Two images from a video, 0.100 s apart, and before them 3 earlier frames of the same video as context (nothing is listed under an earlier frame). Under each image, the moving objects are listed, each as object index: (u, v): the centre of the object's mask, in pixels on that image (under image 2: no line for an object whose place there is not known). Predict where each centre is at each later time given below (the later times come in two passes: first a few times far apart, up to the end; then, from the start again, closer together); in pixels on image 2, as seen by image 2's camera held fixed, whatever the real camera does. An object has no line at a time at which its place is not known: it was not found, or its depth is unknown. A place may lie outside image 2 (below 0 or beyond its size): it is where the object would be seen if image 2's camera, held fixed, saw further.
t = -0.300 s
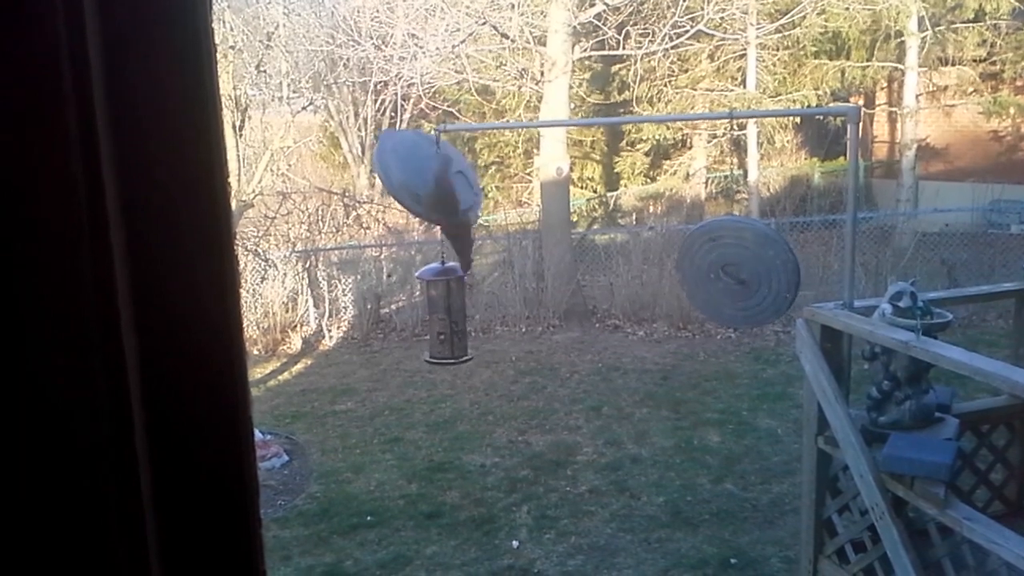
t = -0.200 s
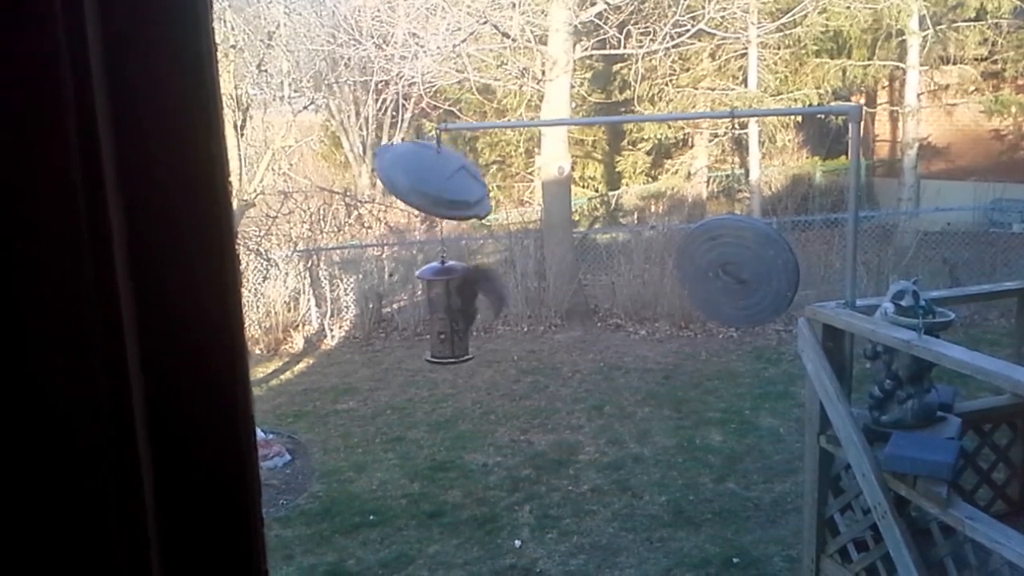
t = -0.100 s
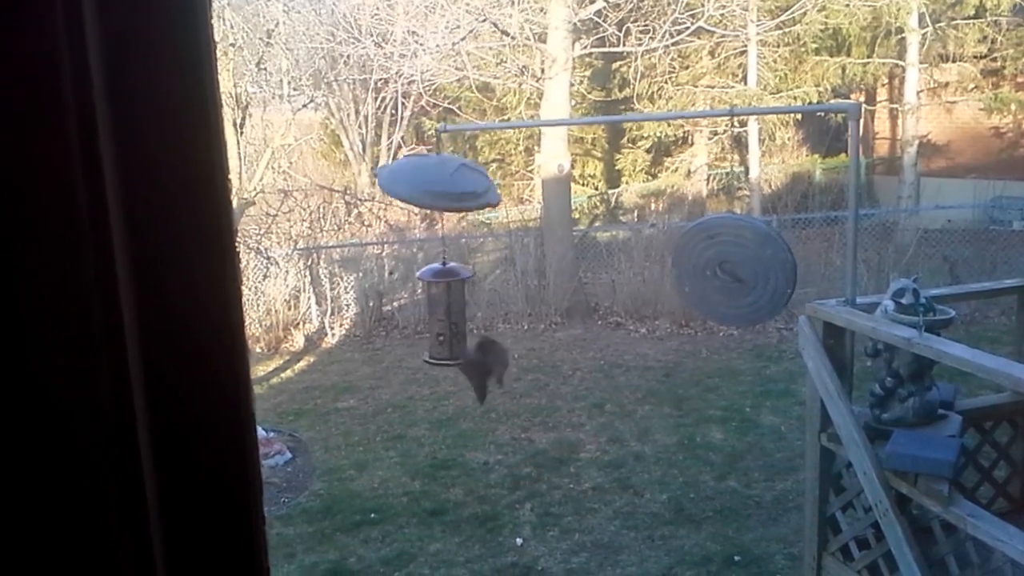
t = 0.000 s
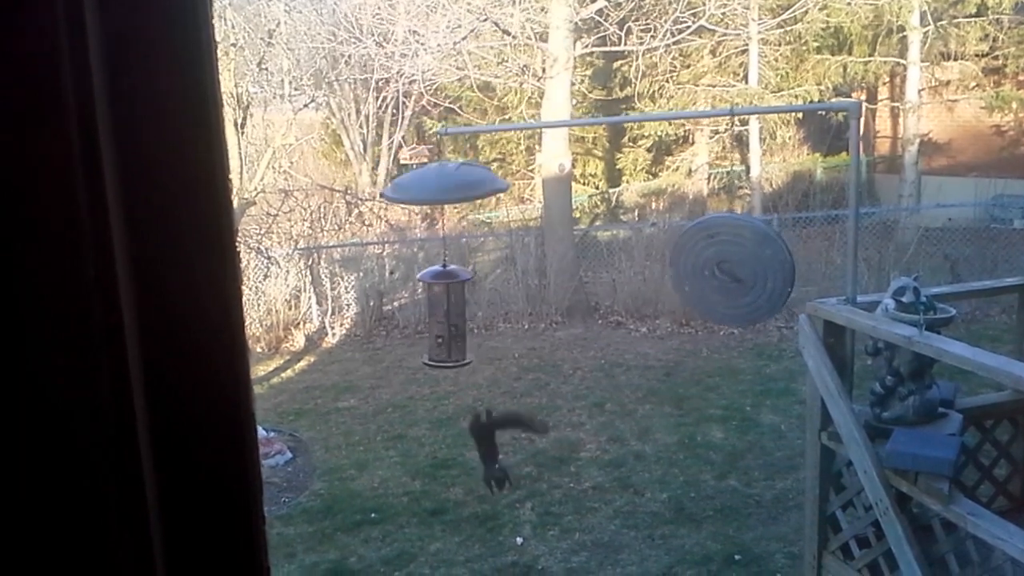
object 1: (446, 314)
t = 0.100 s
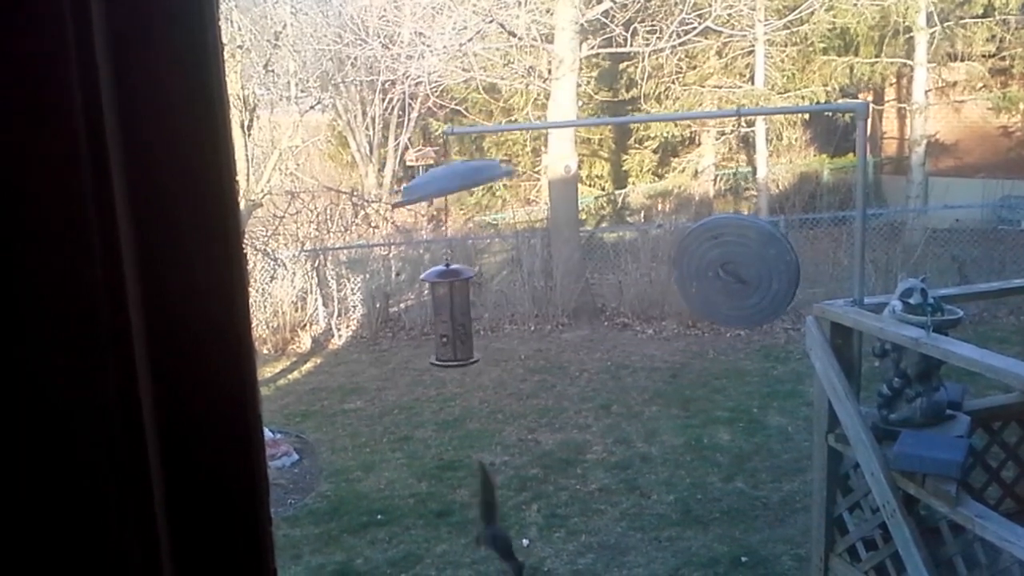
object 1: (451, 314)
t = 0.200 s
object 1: (453, 310)
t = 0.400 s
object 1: (455, 314)
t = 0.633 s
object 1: (458, 314)
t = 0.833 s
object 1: (459, 312)
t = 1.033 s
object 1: (459, 318)
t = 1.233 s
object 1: (457, 310)
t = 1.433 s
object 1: (454, 315)
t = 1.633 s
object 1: (453, 313)
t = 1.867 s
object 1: (452, 313)
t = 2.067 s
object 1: (454, 316)
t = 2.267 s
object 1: (457, 311)
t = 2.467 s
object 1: (459, 318)
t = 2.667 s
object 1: (460, 313)
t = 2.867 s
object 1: (459, 314)
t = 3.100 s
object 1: (456, 314)
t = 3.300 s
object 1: (454, 311)
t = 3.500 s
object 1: (453, 316)
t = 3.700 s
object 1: (453, 310)
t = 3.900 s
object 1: (455, 315)
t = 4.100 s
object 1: (457, 314)
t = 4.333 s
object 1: (459, 313)
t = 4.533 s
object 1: (460, 316)
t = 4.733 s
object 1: (458, 311)
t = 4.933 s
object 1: (456, 315)
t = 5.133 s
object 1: (454, 311)
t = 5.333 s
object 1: (453, 313)
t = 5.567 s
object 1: (454, 314)
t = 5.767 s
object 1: (456, 312)
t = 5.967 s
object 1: (459, 317)
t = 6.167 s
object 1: (459, 312)
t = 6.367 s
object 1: (459, 315)
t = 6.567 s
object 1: (458, 314)
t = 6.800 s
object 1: (455, 312)
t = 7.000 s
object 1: (454, 314)
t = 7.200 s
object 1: (454, 311)
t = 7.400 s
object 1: (456, 315)
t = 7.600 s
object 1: (458, 313)
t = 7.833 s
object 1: (460, 315)
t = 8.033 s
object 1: (460, 314)
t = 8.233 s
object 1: (459, 312)
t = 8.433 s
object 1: (458, 315)
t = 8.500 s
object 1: (457, 314)
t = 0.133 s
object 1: (452, 313)
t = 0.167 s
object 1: (452, 312)
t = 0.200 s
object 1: (453, 310)
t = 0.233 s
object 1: (453, 310)
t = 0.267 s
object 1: (454, 310)
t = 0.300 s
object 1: (454, 310)
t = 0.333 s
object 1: (454, 311)
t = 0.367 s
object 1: (454, 313)
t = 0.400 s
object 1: (455, 314)
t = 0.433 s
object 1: (455, 316)
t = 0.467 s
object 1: (456, 317)
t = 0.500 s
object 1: (456, 318)
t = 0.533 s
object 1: (457, 318)
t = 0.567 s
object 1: (458, 317)
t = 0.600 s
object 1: (458, 316)
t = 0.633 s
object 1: (458, 314)
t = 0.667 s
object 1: (459, 313)
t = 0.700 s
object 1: (458, 311)
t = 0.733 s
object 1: (458, 310)
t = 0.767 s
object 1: (458, 310)
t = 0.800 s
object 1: (458, 310)
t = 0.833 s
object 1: (459, 312)
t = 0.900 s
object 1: (460, 315)
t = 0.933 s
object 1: (460, 317)
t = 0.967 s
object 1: (460, 317)
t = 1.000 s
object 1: (460, 318)
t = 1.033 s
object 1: (459, 318)
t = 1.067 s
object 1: (458, 317)
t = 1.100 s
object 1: (458, 315)
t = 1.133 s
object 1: (458, 313)
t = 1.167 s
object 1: (457, 312)
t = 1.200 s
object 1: (457, 311)
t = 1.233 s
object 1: (457, 310)
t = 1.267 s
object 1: (457, 310)
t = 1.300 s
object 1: (456, 310)
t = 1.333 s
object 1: (456, 311)
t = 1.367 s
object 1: (455, 312)
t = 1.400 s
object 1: (454, 314)
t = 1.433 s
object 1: (454, 315)
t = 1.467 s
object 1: (453, 317)
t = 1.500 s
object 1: (453, 317)
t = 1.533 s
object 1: (453, 316)
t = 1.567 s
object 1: (453, 315)
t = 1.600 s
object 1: (453, 314)
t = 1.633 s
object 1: (453, 313)
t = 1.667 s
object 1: (452, 311)
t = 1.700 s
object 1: (452, 310)
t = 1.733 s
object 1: (451, 310)
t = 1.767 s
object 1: (451, 309)
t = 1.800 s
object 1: (451, 310)
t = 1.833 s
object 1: (452, 311)
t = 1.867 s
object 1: (452, 313)
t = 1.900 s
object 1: (452, 314)
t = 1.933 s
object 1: (453, 316)
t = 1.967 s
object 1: (453, 317)
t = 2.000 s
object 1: (453, 317)
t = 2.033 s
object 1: (454, 317)
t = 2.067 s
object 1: (454, 316)
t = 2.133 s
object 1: (454, 313)
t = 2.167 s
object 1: (455, 312)
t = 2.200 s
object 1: (455, 311)
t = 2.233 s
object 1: (456, 311)
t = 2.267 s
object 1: (457, 311)
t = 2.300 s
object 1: (457, 312)
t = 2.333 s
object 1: (457, 313)
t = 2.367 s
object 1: (458, 314)
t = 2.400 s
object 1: (458, 316)
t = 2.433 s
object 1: (459, 317)
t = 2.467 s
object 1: (459, 318)
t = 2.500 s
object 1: (459, 318)
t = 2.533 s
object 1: (460, 318)
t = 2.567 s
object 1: (460, 317)
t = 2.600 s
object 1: (460, 315)
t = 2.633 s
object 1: (460, 314)
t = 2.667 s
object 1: (460, 313)
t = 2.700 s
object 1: (460, 312)
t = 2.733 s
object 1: (459, 311)
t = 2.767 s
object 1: (459, 311)
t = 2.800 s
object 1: (459, 312)
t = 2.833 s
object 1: (459, 313)
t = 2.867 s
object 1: (459, 314)
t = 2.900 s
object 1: (459, 315)
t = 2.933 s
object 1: (458, 317)
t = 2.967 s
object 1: (458, 317)
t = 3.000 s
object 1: (458, 317)
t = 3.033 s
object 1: (458, 317)
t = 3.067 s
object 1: (457, 315)
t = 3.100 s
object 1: (456, 314)
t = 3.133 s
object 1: (456, 313)
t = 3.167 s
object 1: (455, 311)
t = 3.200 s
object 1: (455, 311)
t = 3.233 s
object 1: (454, 310)
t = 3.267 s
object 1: (454, 311)
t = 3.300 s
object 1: (454, 311)
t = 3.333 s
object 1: (454, 312)
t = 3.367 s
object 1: (453, 313)
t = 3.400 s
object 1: (453, 315)
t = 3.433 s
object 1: (453, 315)
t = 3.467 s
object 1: (453, 316)
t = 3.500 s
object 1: (453, 316)
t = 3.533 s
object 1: (453, 315)
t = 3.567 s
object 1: (453, 315)
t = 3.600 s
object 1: (453, 313)
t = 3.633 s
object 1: (453, 312)
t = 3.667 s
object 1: (453, 311)
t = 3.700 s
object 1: (453, 310)
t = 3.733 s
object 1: (453, 310)
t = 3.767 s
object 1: (454, 310)
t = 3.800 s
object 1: (454, 311)
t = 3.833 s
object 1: (454, 313)
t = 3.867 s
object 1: (455, 314)
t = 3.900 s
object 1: (455, 315)
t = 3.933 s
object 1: (456, 316)
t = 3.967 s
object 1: (456, 317)
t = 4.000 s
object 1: (457, 316)
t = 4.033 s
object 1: (457, 316)
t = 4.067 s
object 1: (457, 315)
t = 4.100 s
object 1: (457, 314)
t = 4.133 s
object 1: (458, 313)
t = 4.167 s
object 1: (458, 312)
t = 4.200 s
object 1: (458, 311)
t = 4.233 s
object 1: (459, 311)
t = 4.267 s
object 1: (459, 312)
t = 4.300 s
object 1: (459, 312)
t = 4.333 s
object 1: (459, 313)
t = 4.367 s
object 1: (460, 315)
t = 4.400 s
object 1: (460, 316)
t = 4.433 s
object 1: (460, 317)
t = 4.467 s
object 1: (460, 317)
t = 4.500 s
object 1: (460, 317)
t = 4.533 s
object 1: (460, 316)
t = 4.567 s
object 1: (460, 315)
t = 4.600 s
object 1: (460, 314)
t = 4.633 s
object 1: (459, 313)
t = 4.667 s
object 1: (459, 311)
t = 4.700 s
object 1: (458, 311)
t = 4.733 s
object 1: (458, 311)
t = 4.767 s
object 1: (458, 311)
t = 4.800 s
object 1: (458, 312)
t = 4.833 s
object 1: (457, 313)
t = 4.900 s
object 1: (457, 315)
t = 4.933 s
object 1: (456, 315)
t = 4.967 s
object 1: (456, 315)
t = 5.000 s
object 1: (456, 315)
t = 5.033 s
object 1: (455, 315)
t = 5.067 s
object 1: (455, 314)
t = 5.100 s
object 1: (455, 312)
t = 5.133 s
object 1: (454, 311)
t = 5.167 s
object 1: (454, 311)
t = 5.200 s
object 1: (454, 310)
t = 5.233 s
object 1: (454, 310)
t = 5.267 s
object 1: (454, 311)
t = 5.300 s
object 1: (453, 312)
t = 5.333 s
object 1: (453, 313)
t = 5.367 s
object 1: (453, 314)
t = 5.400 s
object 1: (453, 315)
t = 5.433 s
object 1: (454, 316)
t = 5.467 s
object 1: (454, 316)
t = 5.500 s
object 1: (454, 316)
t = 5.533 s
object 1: (454, 315)
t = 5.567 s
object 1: (454, 314)
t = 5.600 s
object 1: (455, 313)
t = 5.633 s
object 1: (455, 312)
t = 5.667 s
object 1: (455, 311)
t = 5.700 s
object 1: (456, 311)
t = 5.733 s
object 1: (456, 311)
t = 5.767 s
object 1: (456, 312)
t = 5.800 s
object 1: (457, 313)
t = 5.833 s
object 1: (457, 314)
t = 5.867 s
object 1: (458, 315)
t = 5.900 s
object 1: (458, 316)
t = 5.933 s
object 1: (458, 317)
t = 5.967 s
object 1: (459, 317)
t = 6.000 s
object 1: (459, 316)
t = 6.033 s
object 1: (459, 315)
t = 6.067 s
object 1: (459, 315)
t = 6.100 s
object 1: (459, 314)
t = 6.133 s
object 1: (459, 312)
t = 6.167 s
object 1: (459, 312)
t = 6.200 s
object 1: (459, 311)
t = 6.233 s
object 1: (459, 312)
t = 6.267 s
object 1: (459, 312)
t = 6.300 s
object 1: (459, 313)
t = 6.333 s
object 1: (459, 314)
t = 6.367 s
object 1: (459, 315)
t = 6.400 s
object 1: (459, 315)
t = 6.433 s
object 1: (459, 316)
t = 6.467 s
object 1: (459, 316)
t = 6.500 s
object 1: (458, 315)
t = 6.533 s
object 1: (458, 314)
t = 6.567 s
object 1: (458, 314)
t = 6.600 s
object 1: (458, 312)
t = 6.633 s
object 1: (457, 312)
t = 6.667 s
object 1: (457, 311)
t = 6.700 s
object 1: (456, 311)
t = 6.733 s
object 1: (456, 311)
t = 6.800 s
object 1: (455, 312)
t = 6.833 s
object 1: (455, 313)
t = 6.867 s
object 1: (455, 314)
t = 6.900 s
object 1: (454, 314)
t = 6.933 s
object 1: (454, 315)
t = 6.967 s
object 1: (454, 314)
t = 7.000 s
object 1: (454, 314)
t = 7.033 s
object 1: (454, 313)
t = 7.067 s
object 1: (454, 312)
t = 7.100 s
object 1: (454, 312)
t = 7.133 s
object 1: (454, 311)
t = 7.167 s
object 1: (454, 311)
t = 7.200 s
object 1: (454, 311)
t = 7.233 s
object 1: (454, 311)
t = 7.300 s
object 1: (455, 313)
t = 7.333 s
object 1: (455, 313)
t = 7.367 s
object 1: (455, 314)
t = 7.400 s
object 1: (456, 315)
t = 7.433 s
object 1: (456, 315)
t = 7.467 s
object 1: (456, 315)
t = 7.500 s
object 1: (457, 315)
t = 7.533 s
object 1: (457, 315)
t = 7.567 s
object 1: (458, 314)
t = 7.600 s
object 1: (458, 313)
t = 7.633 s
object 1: (458, 312)
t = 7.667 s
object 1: (458, 312)
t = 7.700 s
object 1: (458, 312)
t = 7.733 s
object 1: (459, 313)
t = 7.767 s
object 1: (459, 313)
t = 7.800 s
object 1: (459, 314)
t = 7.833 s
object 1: (460, 315)
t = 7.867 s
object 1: (460, 316)
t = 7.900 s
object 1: (460, 316)
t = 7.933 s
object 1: (460, 316)
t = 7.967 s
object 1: (460, 316)
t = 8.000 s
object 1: (460, 315)
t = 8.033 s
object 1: (460, 314)
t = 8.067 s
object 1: (460, 314)
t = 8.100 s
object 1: (460, 313)
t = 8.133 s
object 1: (460, 312)
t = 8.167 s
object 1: (459, 312)
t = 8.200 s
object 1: (459, 312)
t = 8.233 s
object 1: (459, 312)
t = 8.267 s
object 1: (459, 313)
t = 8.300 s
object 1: (459, 314)
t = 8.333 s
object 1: (458, 314)
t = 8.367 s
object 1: (458, 315)
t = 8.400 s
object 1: (458, 315)
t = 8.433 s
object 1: (458, 315)
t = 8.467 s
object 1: (457, 315)
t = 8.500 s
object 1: (457, 314)
